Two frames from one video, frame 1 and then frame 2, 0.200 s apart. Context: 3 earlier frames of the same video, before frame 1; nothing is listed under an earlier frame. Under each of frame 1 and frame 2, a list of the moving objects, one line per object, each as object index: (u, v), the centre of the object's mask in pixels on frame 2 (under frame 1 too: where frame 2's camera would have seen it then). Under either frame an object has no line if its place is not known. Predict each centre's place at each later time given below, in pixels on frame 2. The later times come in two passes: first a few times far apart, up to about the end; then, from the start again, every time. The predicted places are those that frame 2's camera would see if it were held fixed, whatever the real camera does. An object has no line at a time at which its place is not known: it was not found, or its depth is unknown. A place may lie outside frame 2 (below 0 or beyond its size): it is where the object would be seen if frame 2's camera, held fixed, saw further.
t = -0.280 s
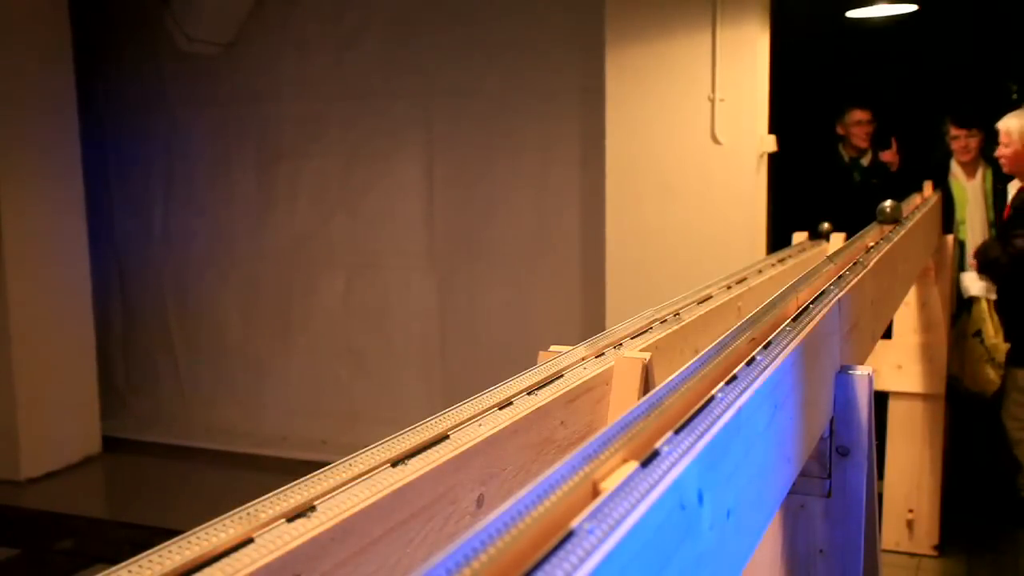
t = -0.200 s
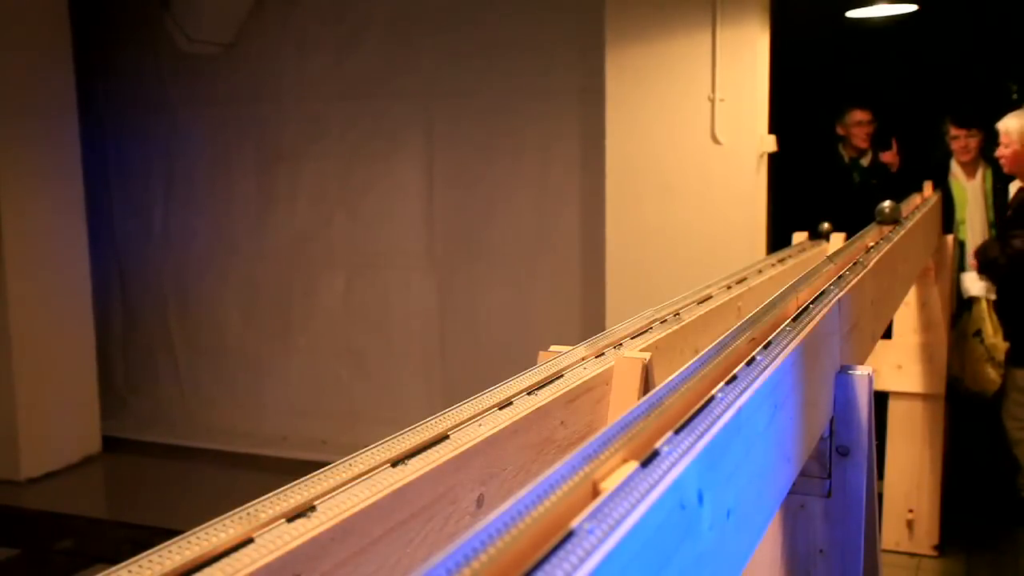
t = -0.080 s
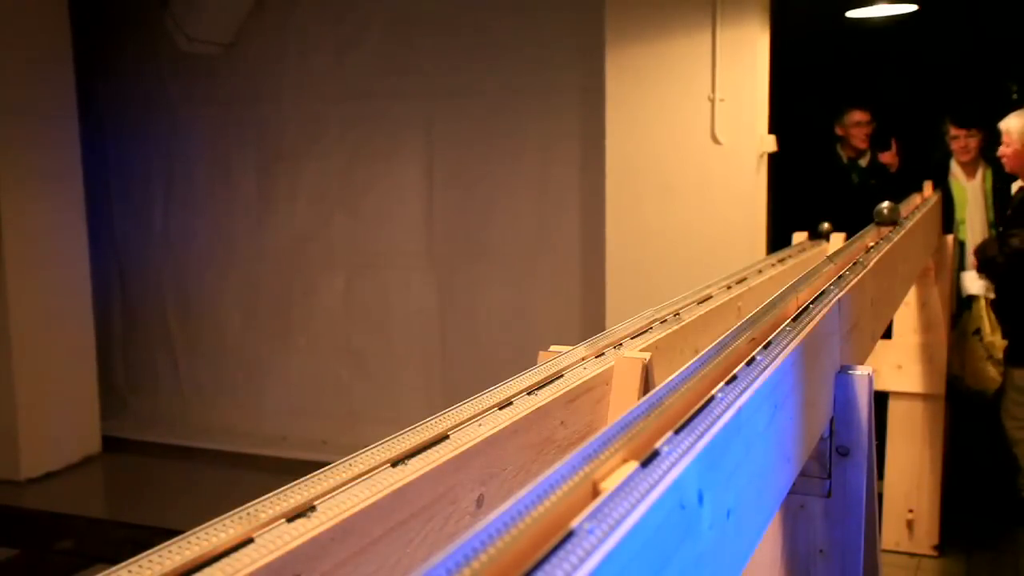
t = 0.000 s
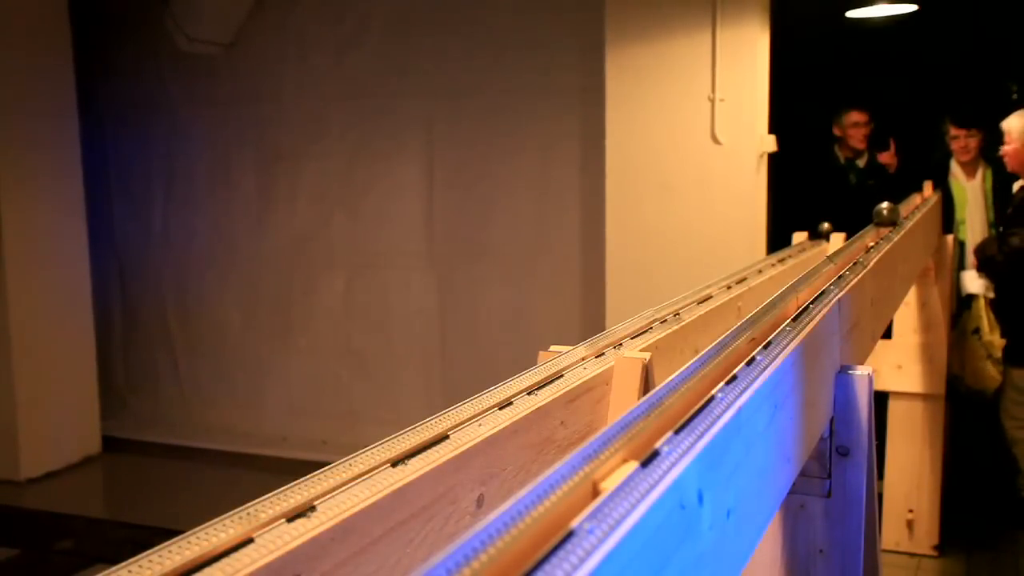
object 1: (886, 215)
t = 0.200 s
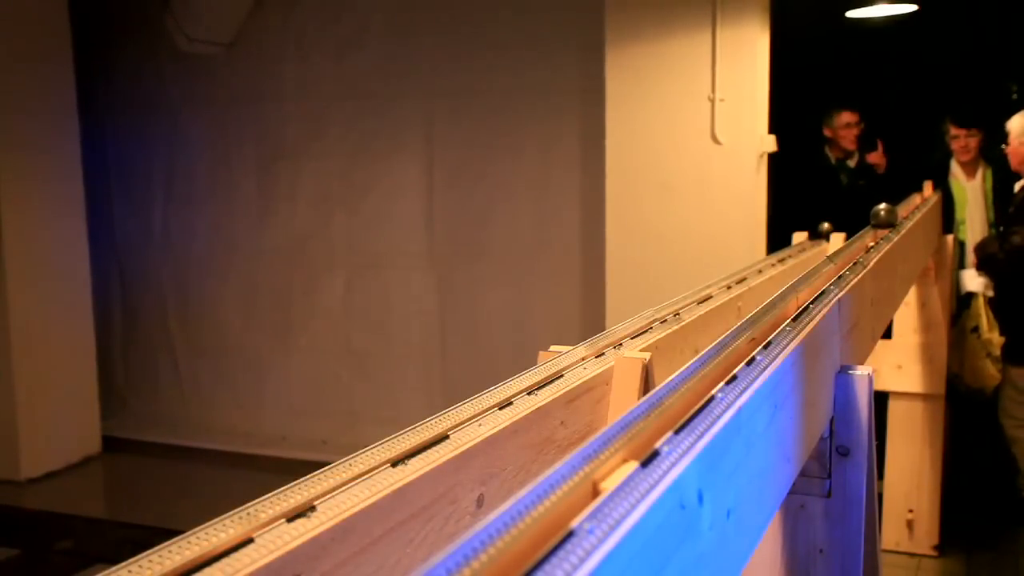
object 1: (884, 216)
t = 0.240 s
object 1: (883, 216)
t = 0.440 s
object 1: (881, 218)
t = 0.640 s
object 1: (878, 220)
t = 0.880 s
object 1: (875, 222)
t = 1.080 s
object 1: (872, 225)
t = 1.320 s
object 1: (869, 227)
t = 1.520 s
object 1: (865, 229)
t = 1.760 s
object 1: (862, 232)
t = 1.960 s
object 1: (859, 234)
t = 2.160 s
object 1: (855, 237)
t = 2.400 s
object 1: (852, 240)
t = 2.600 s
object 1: (848, 242)
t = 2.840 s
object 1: (843, 246)
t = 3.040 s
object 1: (838, 249)
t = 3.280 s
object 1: (833, 253)
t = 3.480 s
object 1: (829, 257)
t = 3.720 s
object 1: (822, 261)
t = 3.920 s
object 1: (817, 265)
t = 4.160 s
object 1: (810, 270)
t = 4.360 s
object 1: (804, 275)
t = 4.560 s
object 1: (797, 280)
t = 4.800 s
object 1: (788, 287)
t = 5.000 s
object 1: (780, 293)
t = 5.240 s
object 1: (770, 301)
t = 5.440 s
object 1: (760, 309)
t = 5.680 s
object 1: (747, 320)
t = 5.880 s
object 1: (734, 329)
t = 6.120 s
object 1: (717, 343)
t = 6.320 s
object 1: (701, 355)
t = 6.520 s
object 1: (682, 370)
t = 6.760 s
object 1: (658, 390)
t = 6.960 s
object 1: (634, 409)
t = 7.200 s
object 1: (599, 436)
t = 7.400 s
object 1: (564, 463)
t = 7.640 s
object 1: (513, 504)
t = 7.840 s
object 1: (459, 534)
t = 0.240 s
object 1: (883, 216)
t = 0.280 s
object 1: (883, 217)
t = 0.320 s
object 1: (882, 217)
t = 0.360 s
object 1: (881, 218)
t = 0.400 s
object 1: (881, 218)
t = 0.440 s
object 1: (881, 218)
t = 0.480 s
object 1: (880, 219)
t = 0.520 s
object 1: (880, 219)
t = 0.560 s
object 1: (879, 220)
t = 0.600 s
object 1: (879, 220)
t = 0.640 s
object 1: (878, 220)
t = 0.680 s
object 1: (878, 221)
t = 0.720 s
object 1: (877, 221)
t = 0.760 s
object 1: (876, 221)
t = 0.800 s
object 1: (876, 222)
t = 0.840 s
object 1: (875, 222)
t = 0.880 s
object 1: (875, 222)
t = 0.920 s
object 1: (874, 223)
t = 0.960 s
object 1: (874, 223)
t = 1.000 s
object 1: (873, 224)
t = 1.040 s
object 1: (873, 224)
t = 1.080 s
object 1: (872, 225)
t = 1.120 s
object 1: (872, 225)
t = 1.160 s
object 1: (871, 226)
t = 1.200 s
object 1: (870, 226)
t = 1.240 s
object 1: (870, 226)
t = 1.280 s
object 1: (869, 227)
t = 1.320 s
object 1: (869, 227)
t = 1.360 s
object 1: (868, 228)
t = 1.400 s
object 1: (868, 228)
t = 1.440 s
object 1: (867, 228)
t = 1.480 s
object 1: (866, 229)
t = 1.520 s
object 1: (865, 229)
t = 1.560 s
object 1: (865, 229)
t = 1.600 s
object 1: (864, 230)
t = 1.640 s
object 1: (864, 230)
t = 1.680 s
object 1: (863, 231)
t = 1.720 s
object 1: (862, 231)
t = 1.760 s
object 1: (862, 232)
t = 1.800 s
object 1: (861, 232)
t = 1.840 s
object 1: (861, 233)
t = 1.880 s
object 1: (860, 233)
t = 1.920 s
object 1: (860, 234)
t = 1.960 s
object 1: (859, 234)
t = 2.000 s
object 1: (858, 235)
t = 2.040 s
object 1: (858, 235)
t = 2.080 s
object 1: (857, 236)
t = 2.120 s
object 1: (856, 236)
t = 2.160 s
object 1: (855, 237)
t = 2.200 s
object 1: (855, 237)
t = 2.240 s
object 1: (854, 238)
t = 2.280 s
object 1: (854, 238)
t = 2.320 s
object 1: (853, 239)
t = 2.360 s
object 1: (852, 239)
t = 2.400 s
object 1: (852, 240)
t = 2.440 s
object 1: (851, 240)
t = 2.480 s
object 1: (850, 241)
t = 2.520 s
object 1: (849, 241)
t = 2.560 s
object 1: (849, 242)
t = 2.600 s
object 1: (848, 242)
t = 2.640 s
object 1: (847, 243)
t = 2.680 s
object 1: (846, 243)
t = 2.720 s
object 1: (845, 244)
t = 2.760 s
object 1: (844, 244)
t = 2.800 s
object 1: (844, 245)
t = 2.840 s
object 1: (843, 246)
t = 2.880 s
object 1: (842, 247)
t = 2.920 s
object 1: (841, 248)
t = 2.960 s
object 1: (840, 248)
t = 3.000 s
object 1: (839, 249)
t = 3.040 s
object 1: (838, 249)
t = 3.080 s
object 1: (838, 250)
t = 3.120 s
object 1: (837, 251)
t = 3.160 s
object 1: (836, 251)
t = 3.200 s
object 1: (835, 252)
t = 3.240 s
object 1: (834, 252)
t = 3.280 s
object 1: (833, 253)
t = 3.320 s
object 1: (832, 253)
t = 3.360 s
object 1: (832, 254)
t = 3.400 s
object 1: (831, 255)
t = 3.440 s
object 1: (829, 256)
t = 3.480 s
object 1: (829, 257)
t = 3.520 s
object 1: (827, 257)
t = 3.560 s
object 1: (826, 258)
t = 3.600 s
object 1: (825, 259)
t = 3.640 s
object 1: (824, 260)
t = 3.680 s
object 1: (823, 260)
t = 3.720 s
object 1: (822, 261)
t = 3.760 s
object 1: (821, 262)
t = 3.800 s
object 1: (820, 262)
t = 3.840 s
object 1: (819, 263)
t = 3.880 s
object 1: (818, 264)
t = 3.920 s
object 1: (817, 265)
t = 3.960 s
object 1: (816, 265)
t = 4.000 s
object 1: (815, 267)
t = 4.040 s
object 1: (813, 268)
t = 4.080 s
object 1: (812, 268)
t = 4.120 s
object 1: (811, 269)
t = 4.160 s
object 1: (810, 270)
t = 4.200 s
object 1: (809, 271)
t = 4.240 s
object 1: (808, 272)
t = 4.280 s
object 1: (806, 273)
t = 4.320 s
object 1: (805, 274)
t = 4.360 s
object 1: (804, 275)
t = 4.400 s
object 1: (803, 276)
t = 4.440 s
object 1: (801, 277)
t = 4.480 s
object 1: (800, 278)
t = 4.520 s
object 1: (798, 279)
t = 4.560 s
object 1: (797, 280)
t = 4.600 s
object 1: (796, 281)
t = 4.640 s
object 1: (794, 282)
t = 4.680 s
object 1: (793, 283)
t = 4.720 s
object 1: (791, 285)
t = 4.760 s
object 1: (790, 286)
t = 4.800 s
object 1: (788, 287)
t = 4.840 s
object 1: (787, 288)
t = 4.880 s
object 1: (785, 289)
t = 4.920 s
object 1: (783, 291)
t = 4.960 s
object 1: (782, 292)
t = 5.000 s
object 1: (780, 293)
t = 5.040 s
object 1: (778, 295)
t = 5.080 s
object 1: (777, 296)
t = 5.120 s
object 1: (775, 297)
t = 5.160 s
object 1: (773, 299)
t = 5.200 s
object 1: (771, 300)
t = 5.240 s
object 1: (770, 301)
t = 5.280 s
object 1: (768, 303)
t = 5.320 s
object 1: (766, 304)
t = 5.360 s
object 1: (764, 306)
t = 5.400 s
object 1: (762, 307)
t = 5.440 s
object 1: (760, 309)
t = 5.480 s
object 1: (758, 311)
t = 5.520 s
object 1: (755, 312)
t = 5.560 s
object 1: (753, 314)
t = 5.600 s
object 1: (751, 316)
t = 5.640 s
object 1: (749, 318)
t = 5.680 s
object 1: (747, 320)
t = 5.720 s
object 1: (744, 321)
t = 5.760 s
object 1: (742, 323)
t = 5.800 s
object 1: (739, 326)
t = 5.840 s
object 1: (737, 327)
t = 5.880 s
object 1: (734, 329)
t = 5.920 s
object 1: (731, 332)
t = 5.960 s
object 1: (729, 334)
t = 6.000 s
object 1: (726, 336)
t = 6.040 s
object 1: (723, 338)
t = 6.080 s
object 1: (720, 341)
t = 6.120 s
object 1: (717, 343)
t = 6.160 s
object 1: (714, 345)
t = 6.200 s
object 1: (711, 348)
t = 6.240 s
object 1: (707, 350)
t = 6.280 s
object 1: (704, 353)
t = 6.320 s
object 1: (701, 355)
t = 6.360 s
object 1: (698, 358)
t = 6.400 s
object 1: (694, 361)
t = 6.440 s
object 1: (690, 364)
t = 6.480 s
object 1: (686, 367)
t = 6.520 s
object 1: (682, 370)
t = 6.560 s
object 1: (679, 373)
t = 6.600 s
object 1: (675, 376)
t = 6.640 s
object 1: (671, 379)
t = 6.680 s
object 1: (667, 382)
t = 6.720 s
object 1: (663, 386)
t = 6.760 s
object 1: (658, 390)
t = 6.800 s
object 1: (653, 393)
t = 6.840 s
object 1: (649, 397)
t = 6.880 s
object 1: (644, 401)
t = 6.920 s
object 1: (639, 405)
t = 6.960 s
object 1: (634, 409)
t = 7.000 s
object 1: (629, 413)
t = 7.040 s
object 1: (623, 416)
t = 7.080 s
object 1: (617, 421)
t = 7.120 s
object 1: (612, 426)
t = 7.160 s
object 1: (605, 431)
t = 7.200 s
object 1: (599, 436)
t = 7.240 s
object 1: (592, 441)
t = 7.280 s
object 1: (586, 446)
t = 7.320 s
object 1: (578, 452)
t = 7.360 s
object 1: (572, 457)
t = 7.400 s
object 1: (564, 463)
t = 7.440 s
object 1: (557, 469)
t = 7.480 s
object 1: (548, 476)
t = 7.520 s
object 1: (541, 482)
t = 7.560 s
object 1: (531, 489)
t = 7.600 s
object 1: (523, 496)
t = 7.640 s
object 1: (513, 504)
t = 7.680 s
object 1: (503, 511)
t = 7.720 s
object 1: (493, 519)
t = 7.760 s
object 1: (482, 526)
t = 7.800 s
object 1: (471, 530)
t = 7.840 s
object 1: (459, 534)
